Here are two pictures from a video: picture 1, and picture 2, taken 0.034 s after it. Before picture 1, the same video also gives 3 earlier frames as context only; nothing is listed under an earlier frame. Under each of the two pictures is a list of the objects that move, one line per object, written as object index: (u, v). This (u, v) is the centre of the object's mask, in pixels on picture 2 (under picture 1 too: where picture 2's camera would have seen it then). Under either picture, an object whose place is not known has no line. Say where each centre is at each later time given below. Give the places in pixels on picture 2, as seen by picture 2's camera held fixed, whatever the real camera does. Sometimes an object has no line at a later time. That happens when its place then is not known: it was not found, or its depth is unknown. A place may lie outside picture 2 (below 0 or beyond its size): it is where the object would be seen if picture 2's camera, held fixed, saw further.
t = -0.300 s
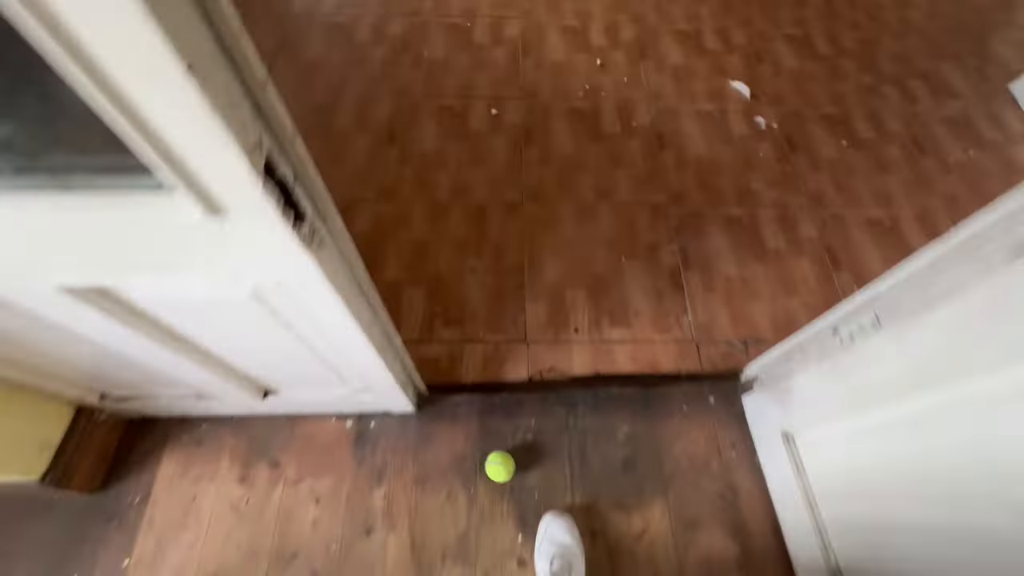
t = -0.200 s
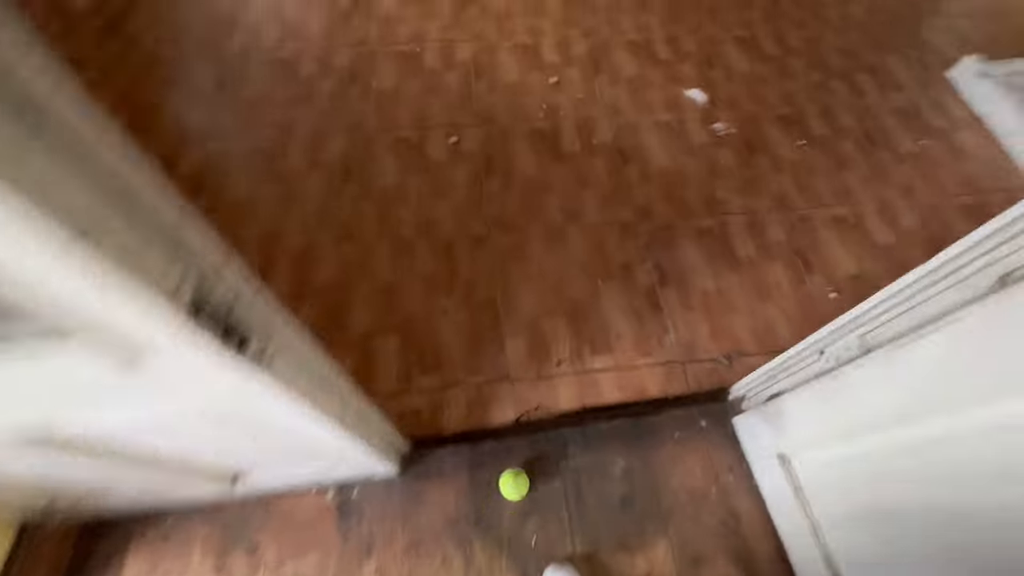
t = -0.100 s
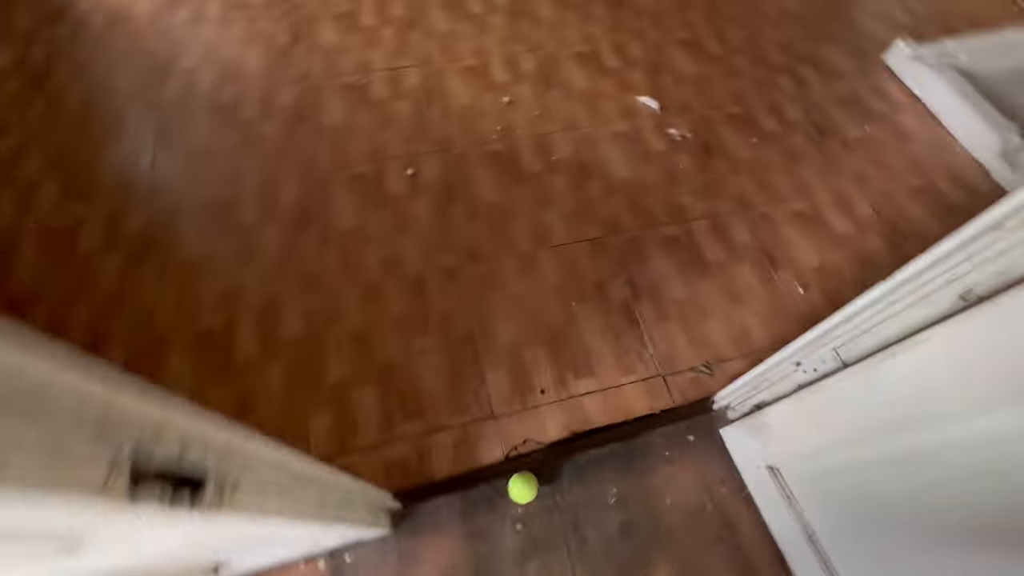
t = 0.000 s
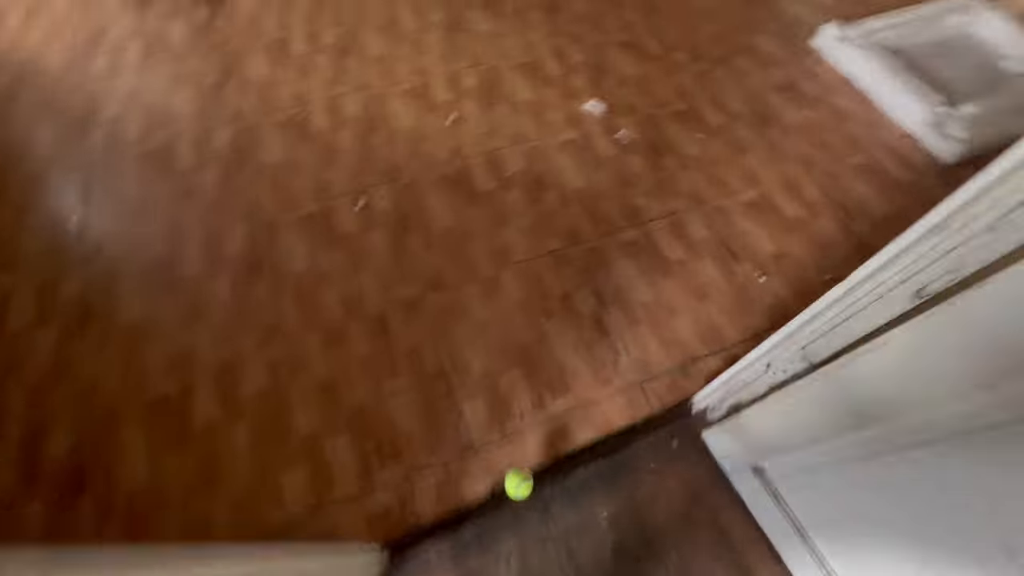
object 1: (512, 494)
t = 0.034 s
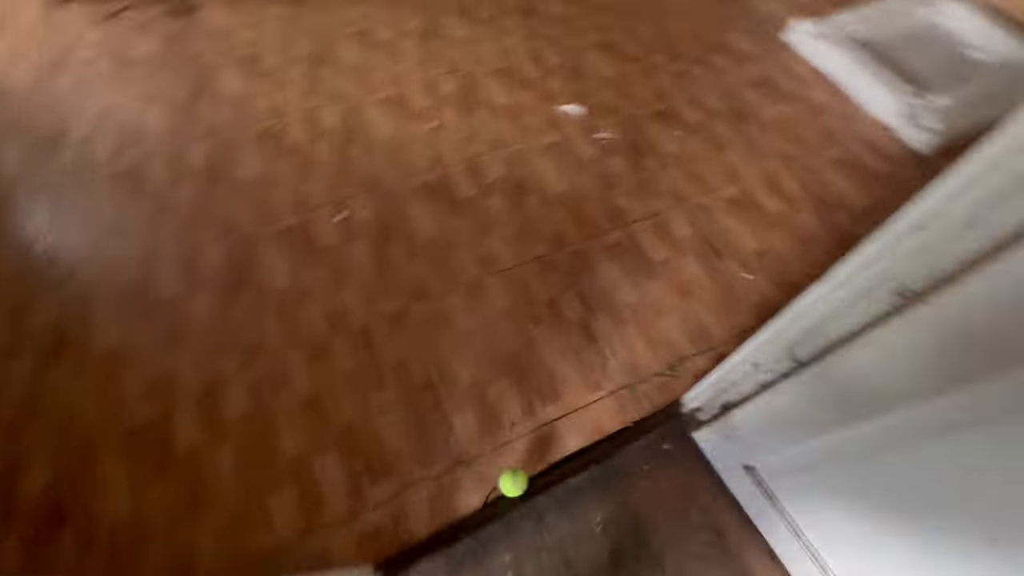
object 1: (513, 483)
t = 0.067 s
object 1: (513, 472)
